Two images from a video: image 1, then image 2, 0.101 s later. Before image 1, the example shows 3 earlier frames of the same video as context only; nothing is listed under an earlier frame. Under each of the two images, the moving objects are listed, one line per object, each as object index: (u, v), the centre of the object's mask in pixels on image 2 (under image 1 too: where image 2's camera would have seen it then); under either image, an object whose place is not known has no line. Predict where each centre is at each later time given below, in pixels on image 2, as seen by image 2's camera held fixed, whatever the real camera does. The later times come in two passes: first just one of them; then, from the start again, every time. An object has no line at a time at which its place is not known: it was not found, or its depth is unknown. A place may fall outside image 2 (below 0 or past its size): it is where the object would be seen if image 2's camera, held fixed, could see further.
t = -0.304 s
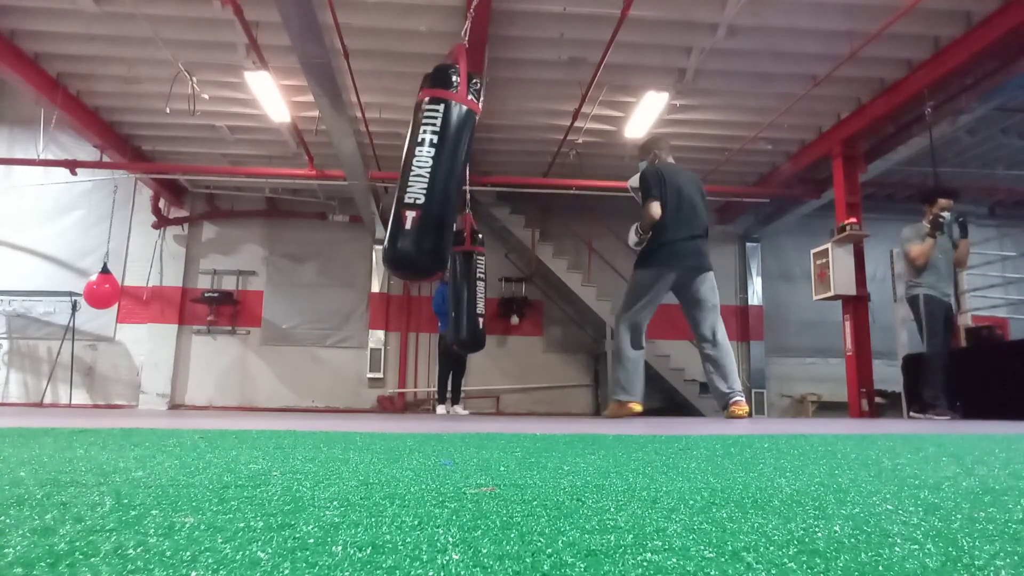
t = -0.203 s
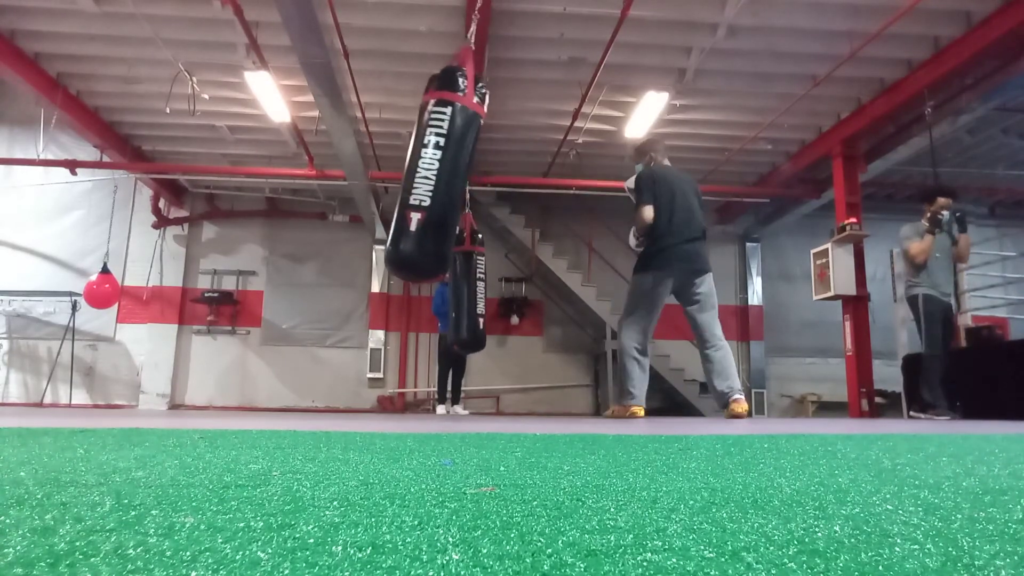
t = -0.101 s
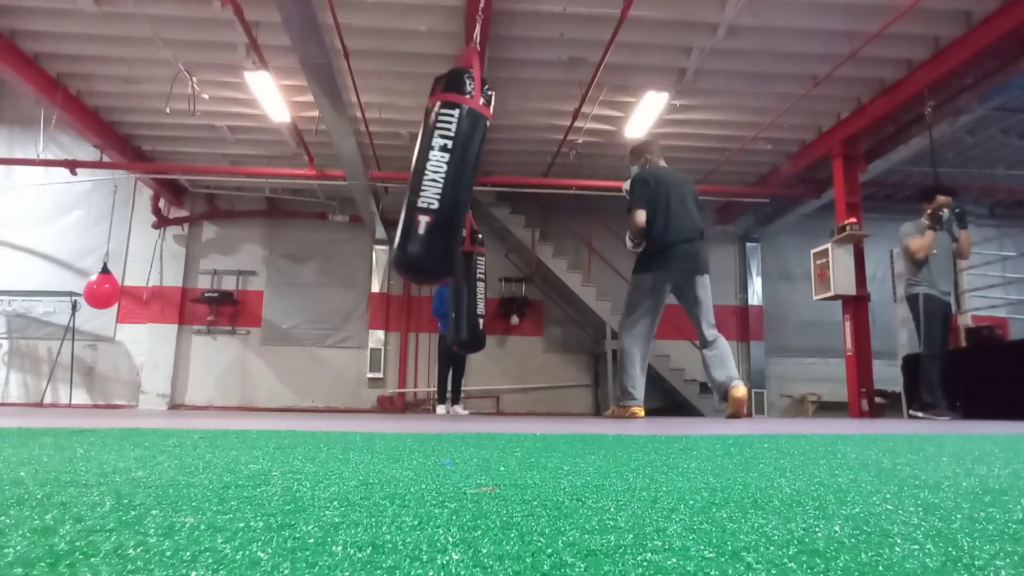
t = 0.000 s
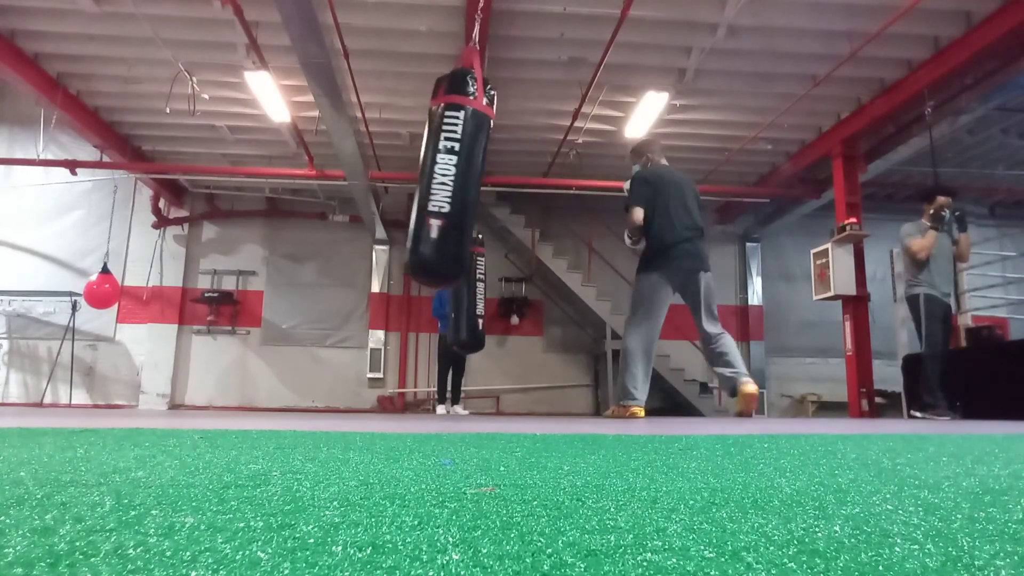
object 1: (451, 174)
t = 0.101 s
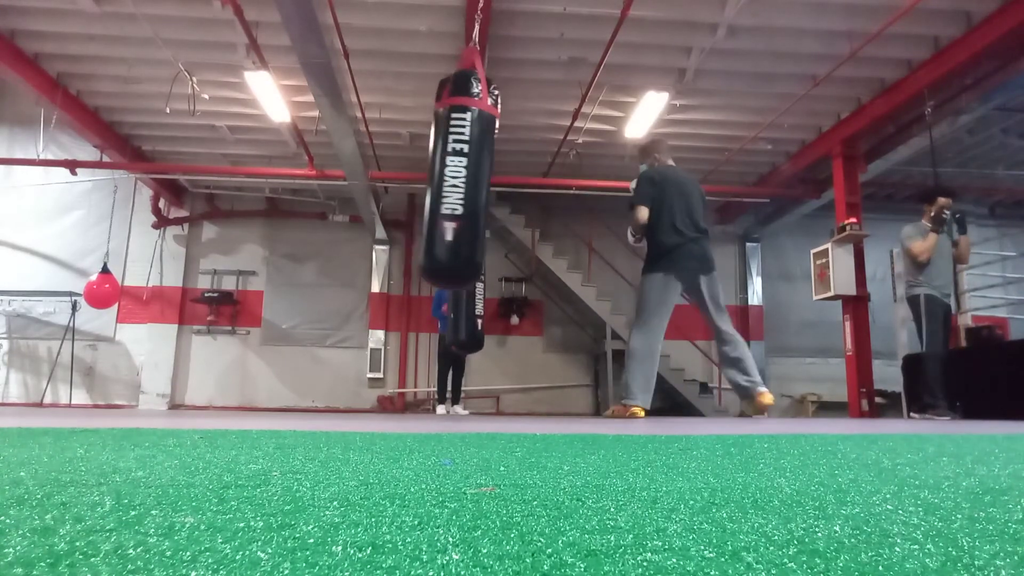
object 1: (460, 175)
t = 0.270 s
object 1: (479, 178)
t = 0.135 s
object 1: (463, 176)
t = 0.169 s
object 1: (467, 177)
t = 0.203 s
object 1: (471, 177)
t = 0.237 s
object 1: (475, 177)
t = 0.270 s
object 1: (479, 178)
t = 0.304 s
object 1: (483, 178)
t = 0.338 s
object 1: (486, 179)
